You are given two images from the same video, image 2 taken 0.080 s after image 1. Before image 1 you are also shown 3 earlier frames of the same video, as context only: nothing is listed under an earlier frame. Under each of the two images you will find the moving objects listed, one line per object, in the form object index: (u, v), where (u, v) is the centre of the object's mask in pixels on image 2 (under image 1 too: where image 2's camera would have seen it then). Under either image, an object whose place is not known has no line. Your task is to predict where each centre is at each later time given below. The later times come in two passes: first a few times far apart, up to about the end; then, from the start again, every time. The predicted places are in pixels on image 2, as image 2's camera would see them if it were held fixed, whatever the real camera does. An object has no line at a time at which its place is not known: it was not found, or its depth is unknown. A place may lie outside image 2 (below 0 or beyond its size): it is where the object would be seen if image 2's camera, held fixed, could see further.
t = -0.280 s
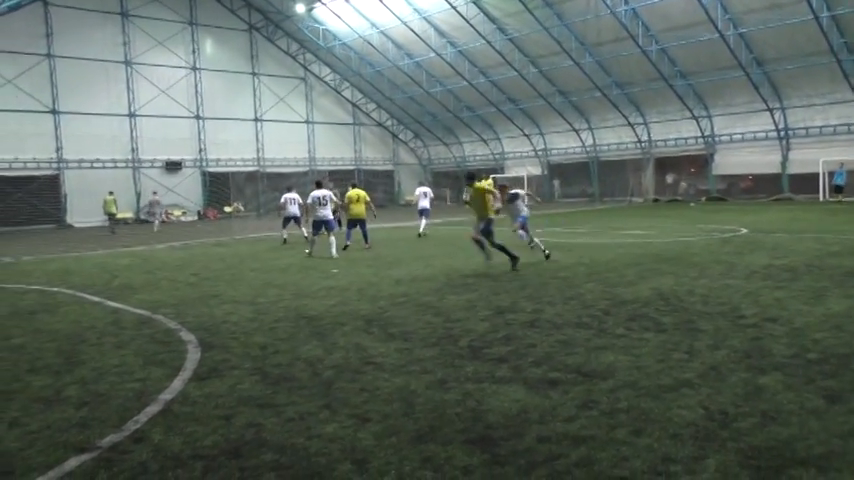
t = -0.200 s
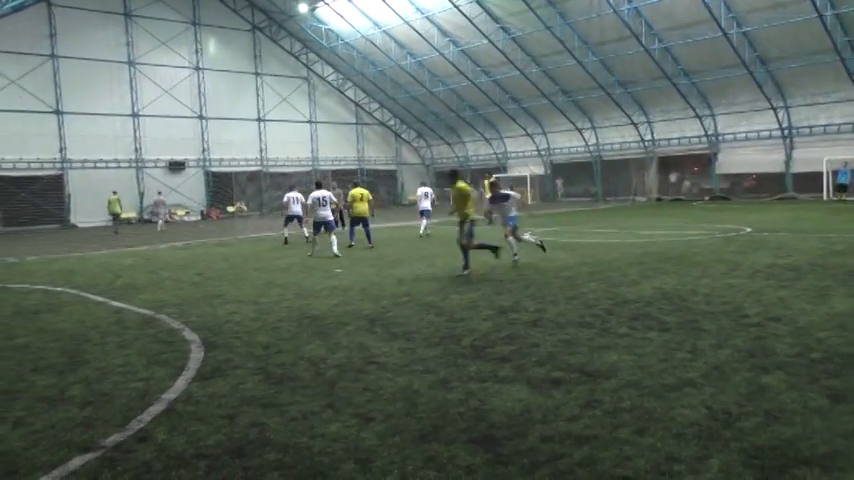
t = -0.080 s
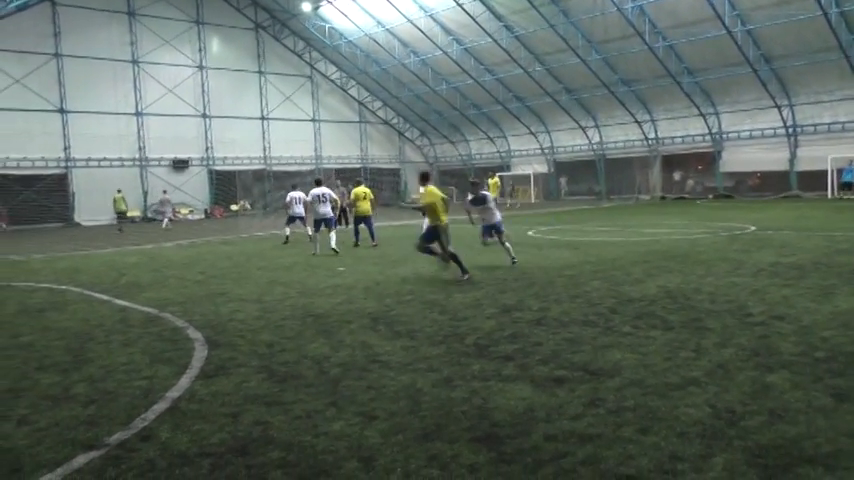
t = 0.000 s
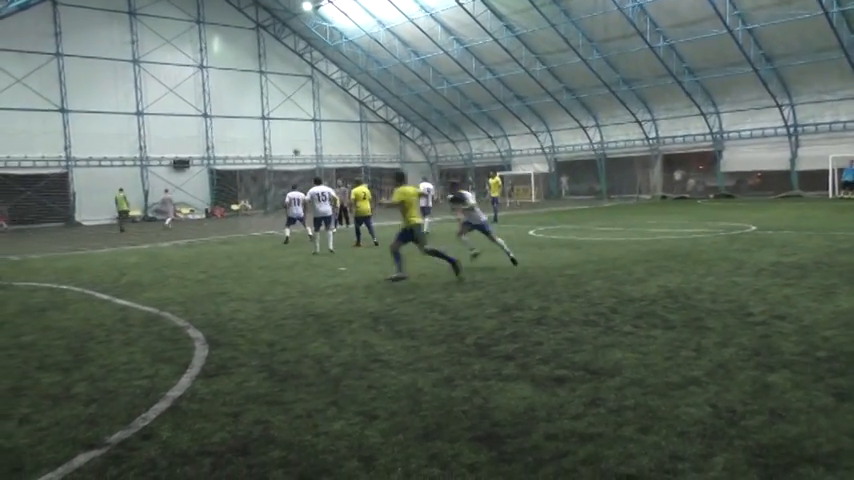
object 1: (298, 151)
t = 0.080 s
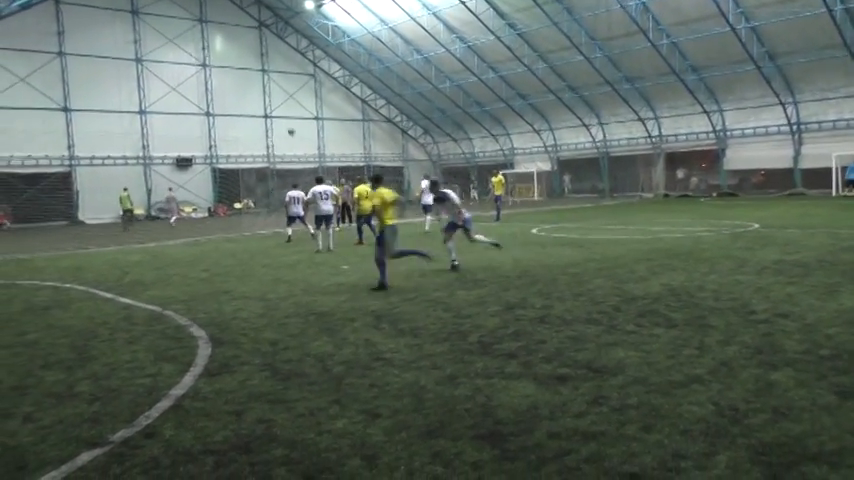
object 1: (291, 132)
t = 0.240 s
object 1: (272, 96)
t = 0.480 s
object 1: (243, 49)
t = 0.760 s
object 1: (199, 14)
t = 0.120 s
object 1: (286, 122)
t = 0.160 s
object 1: (282, 114)
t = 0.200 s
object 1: (278, 104)
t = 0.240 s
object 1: (272, 96)
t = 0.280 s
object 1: (268, 87)
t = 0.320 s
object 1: (264, 79)
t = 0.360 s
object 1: (258, 72)
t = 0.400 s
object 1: (254, 64)
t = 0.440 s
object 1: (248, 56)
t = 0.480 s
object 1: (243, 49)
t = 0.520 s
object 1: (237, 43)
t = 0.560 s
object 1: (231, 37)
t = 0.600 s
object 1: (225, 31)
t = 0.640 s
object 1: (219, 25)
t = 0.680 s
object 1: (212, 21)
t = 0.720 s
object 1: (205, 17)
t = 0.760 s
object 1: (199, 14)
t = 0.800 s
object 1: (192, 12)
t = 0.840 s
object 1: (184, 8)
